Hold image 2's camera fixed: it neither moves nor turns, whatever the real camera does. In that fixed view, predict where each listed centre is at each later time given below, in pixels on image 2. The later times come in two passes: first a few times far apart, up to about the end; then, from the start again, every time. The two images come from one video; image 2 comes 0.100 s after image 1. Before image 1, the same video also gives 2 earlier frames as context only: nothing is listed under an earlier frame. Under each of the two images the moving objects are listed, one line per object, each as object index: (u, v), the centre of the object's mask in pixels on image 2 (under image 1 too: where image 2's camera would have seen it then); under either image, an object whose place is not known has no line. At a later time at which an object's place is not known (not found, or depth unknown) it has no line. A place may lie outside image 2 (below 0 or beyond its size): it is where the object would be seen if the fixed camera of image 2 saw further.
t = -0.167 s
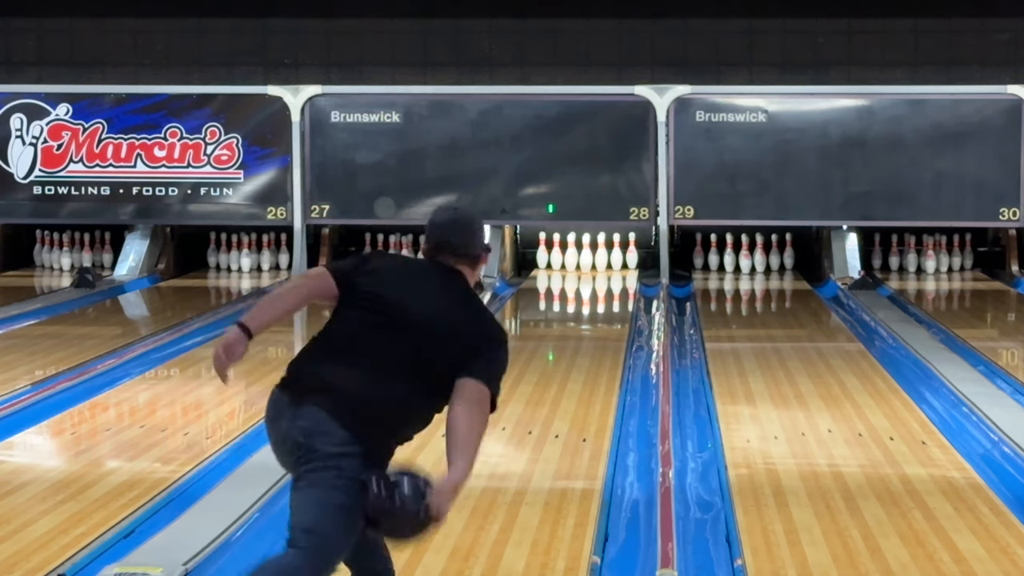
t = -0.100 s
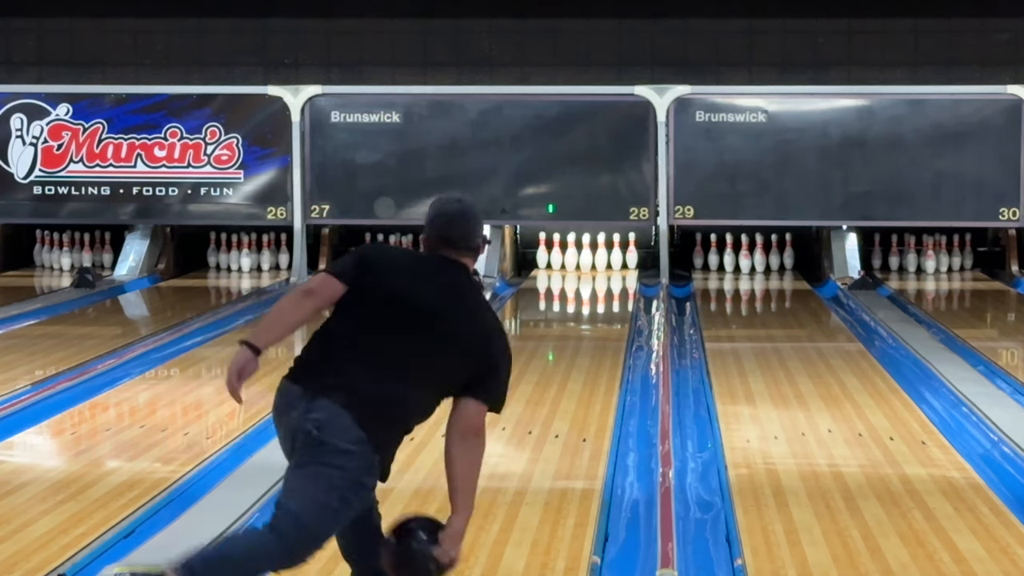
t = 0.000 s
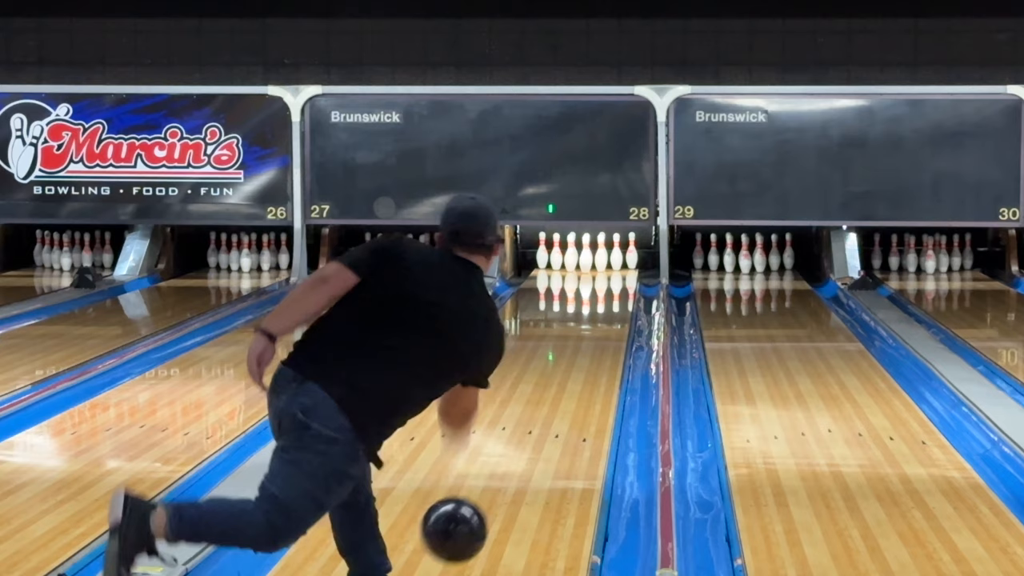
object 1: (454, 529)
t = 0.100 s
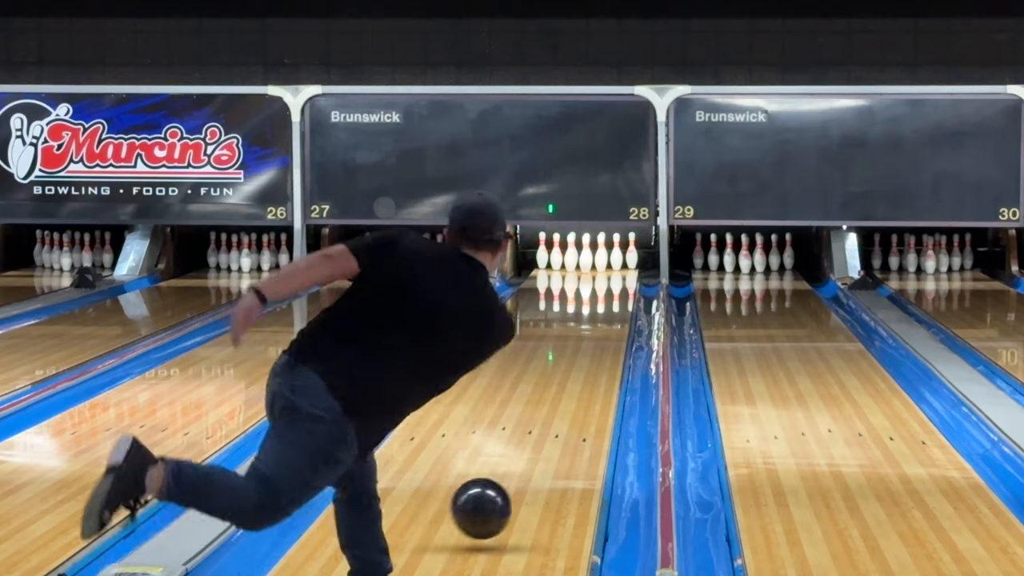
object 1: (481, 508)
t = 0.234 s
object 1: (510, 477)
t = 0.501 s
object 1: (552, 418)
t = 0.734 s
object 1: (577, 379)
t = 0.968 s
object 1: (595, 350)
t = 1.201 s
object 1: (607, 326)
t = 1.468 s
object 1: (614, 305)
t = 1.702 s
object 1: (616, 291)
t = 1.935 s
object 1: (612, 279)
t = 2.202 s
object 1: (598, 268)
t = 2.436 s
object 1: (587, 261)
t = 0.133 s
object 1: (489, 508)
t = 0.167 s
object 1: (496, 496)
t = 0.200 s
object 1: (503, 485)
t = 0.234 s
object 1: (510, 477)
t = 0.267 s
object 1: (516, 468)
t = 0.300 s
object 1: (522, 460)
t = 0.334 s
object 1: (528, 452)
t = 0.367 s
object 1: (533, 445)
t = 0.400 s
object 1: (538, 438)
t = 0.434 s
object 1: (543, 431)
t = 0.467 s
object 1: (548, 424)
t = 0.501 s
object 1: (552, 418)
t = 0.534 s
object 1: (556, 411)
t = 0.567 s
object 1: (560, 405)
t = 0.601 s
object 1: (564, 400)
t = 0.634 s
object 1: (568, 394)
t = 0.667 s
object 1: (571, 389)
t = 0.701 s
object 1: (574, 384)
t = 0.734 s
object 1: (577, 379)
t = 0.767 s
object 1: (580, 375)
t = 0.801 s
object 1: (583, 370)
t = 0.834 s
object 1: (586, 366)
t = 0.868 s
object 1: (588, 362)
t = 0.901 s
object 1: (591, 357)
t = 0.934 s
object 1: (593, 354)
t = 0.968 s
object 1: (595, 350)
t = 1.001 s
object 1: (597, 346)
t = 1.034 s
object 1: (599, 342)
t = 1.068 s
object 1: (601, 339)
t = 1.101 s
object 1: (603, 336)
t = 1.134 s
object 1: (604, 333)
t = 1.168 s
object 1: (606, 329)
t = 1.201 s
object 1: (607, 326)
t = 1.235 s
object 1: (608, 324)
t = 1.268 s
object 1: (609, 321)
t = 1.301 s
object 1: (610, 318)
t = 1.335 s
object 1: (611, 316)
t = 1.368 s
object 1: (612, 313)
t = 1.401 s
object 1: (613, 311)
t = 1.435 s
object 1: (614, 308)
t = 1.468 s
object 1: (614, 305)
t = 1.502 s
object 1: (615, 303)
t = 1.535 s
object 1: (615, 301)
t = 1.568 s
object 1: (616, 299)
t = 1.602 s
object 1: (616, 297)
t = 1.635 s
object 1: (616, 295)
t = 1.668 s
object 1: (616, 293)
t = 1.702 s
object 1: (616, 291)
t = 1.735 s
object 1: (616, 289)
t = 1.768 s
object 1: (616, 287)
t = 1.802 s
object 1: (615, 286)
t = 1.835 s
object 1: (614, 284)
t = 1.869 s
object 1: (614, 282)
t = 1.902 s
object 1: (613, 281)
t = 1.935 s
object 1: (612, 279)
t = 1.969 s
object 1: (611, 277)
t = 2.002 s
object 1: (609, 276)
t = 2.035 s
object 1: (607, 275)
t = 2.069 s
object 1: (606, 273)
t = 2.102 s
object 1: (604, 272)
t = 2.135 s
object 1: (602, 270)
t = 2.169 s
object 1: (600, 269)
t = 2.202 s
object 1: (598, 268)
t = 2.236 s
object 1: (596, 266)
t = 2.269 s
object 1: (594, 265)
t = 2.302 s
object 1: (592, 264)
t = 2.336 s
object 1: (591, 263)
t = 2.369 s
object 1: (591, 262)
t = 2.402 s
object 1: (589, 262)
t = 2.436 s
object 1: (587, 261)
